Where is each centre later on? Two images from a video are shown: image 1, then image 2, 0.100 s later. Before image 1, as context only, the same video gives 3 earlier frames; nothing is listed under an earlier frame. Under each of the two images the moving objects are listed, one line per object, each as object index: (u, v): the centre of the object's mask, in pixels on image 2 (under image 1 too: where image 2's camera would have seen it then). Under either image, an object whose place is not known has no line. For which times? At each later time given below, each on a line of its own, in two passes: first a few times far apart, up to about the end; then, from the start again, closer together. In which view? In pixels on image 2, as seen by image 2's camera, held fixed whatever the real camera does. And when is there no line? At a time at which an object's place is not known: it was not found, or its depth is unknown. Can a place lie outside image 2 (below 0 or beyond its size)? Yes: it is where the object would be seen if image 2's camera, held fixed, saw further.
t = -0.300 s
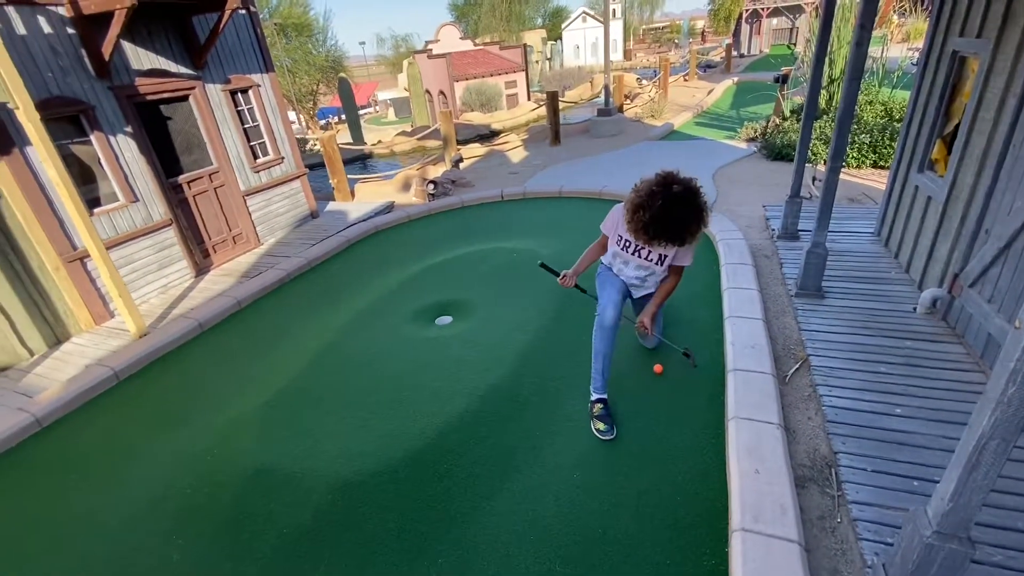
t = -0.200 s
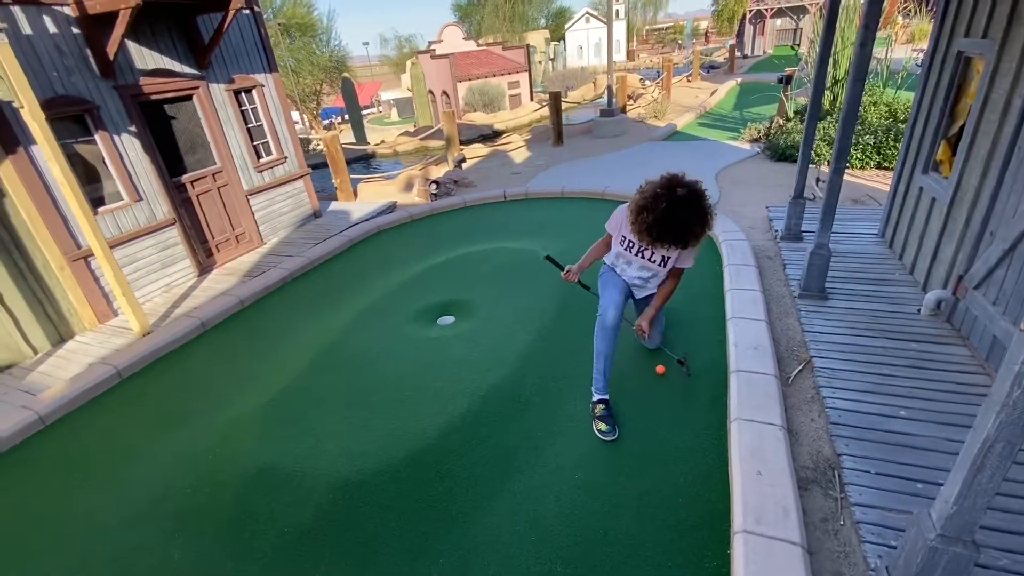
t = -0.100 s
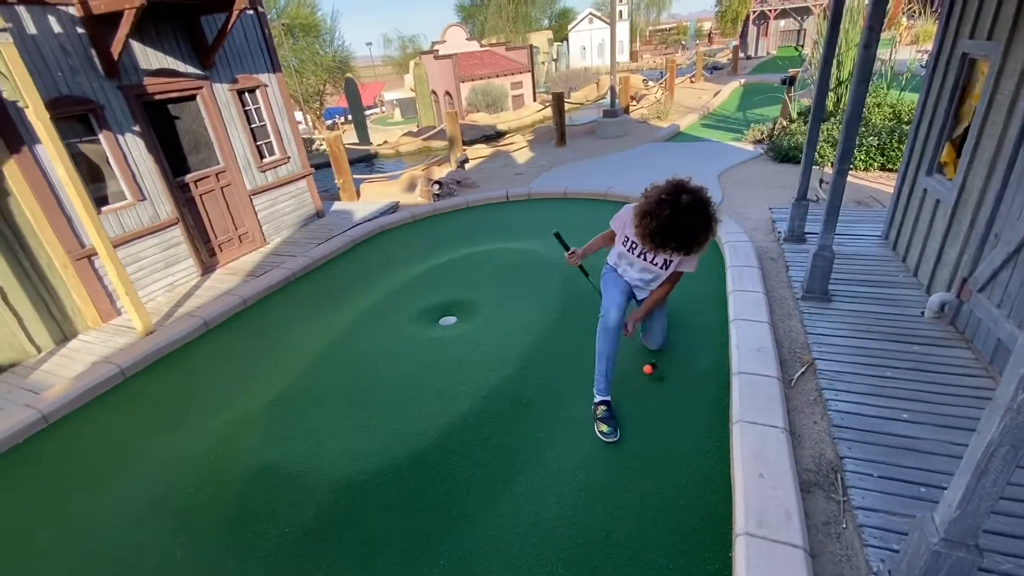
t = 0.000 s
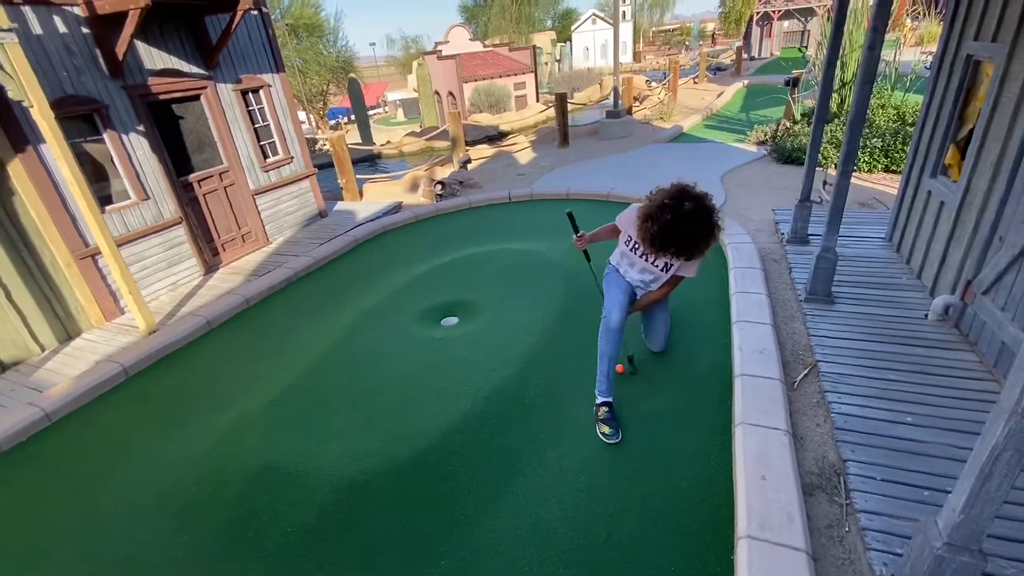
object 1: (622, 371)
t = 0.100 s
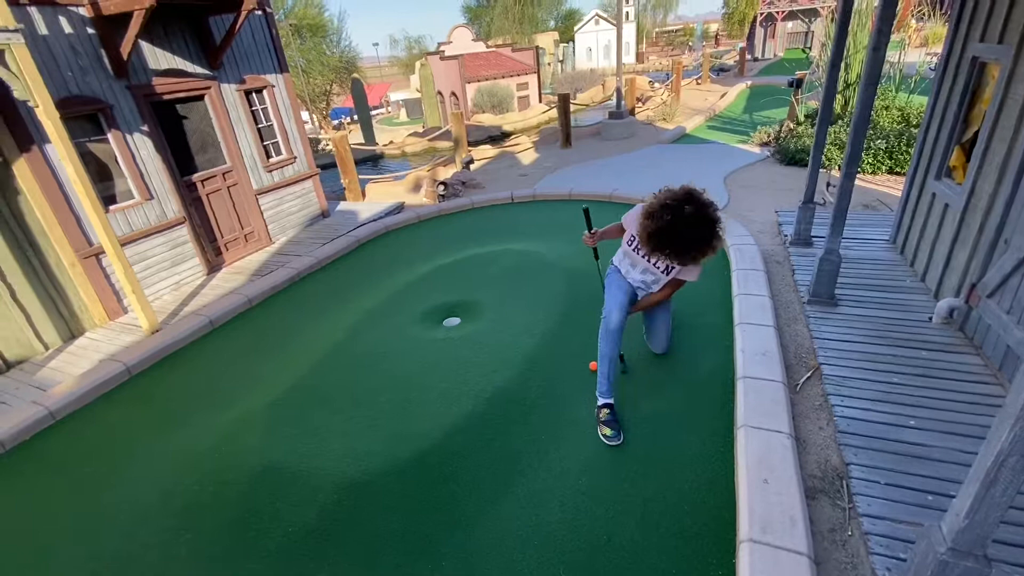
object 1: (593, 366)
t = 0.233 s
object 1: (563, 358)
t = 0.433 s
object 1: (533, 350)
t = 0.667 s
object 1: (511, 348)
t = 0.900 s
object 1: (493, 348)
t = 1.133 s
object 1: (480, 346)
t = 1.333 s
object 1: (474, 344)
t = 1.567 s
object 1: (470, 340)
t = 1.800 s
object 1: (468, 338)
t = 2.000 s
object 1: (467, 336)
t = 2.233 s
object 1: (468, 334)
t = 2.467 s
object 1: (468, 332)
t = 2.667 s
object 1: (468, 331)
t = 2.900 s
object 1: (467, 328)
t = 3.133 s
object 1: (465, 326)
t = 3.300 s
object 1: (461, 323)
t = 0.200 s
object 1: (570, 360)
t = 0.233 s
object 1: (563, 358)
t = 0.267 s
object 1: (557, 357)
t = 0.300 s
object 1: (552, 355)
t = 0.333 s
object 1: (546, 354)
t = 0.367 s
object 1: (541, 352)
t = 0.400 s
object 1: (537, 352)
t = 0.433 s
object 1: (533, 350)
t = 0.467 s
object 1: (529, 349)
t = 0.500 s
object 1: (526, 349)
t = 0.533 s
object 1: (523, 349)
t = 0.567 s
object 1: (519, 348)
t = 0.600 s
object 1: (516, 348)
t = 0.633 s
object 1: (514, 348)
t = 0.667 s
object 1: (511, 348)
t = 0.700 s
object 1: (508, 348)
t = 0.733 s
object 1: (505, 348)
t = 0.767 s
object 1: (503, 348)
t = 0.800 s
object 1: (501, 348)
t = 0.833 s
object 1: (498, 348)
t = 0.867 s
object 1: (496, 348)
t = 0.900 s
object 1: (493, 348)
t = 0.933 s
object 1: (491, 348)
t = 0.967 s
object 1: (489, 348)
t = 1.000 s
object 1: (488, 347)
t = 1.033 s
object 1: (485, 347)
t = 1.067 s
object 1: (484, 347)
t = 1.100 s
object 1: (481, 346)
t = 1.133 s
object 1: (480, 346)
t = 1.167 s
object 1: (479, 346)
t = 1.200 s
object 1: (478, 346)
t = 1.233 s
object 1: (477, 345)
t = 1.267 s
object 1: (475, 345)
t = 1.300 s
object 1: (474, 344)
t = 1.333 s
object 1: (474, 344)
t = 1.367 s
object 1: (473, 343)
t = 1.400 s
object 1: (472, 343)
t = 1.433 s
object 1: (472, 342)
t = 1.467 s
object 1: (471, 342)
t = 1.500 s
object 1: (471, 341)
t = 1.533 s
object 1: (470, 340)
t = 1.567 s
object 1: (470, 340)
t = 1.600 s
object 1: (469, 339)
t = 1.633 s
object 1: (469, 339)
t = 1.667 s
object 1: (469, 339)
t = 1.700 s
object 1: (469, 339)
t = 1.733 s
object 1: (468, 339)
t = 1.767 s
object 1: (468, 338)
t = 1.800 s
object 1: (468, 338)
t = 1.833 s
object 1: (468, 338)
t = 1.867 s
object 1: (468, 337)
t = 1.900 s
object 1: (468, 337)
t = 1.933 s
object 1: (468, 337)
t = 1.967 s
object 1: (468, 337)
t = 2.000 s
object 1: (467, 336)
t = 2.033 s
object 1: (468, 336)
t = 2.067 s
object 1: (468, 336)
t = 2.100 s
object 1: (468, 335)
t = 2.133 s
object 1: (468, 335)
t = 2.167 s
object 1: (468, 335)
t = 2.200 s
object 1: (468, 335)
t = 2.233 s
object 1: (468, 334)
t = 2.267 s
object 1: (467, 334)
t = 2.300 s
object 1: (468, 334)
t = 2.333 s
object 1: (468, 334)
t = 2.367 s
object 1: (468, 333)
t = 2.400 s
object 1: (468, 333)
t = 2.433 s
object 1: (468, 333)
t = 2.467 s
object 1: (468, 332)
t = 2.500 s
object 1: (468, 332)
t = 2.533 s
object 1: (468, 332)
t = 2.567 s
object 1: (468, 331)
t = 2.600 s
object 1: (468, 331)
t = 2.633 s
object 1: (468, 331)
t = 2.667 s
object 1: (468, 331)
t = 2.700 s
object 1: (468, 330)
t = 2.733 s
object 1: (468, 330)
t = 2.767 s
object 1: (467, 330)
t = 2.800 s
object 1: (467, 329)
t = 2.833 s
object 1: (467, 329)
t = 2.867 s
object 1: (467, 329)
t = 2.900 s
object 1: (467, 328)
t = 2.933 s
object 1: (467, 328)
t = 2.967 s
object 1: (467, 328)
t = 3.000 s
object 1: (467, 328)
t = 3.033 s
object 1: (466, 327)
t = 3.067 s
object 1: (466, 327)
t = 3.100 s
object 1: (465, 326)
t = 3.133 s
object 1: (465, 326)
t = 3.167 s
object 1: (464, 325)
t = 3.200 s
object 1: (463, 325)
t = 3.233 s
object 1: (462, 325)
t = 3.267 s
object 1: (461, 324)
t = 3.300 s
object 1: (461, 323)
